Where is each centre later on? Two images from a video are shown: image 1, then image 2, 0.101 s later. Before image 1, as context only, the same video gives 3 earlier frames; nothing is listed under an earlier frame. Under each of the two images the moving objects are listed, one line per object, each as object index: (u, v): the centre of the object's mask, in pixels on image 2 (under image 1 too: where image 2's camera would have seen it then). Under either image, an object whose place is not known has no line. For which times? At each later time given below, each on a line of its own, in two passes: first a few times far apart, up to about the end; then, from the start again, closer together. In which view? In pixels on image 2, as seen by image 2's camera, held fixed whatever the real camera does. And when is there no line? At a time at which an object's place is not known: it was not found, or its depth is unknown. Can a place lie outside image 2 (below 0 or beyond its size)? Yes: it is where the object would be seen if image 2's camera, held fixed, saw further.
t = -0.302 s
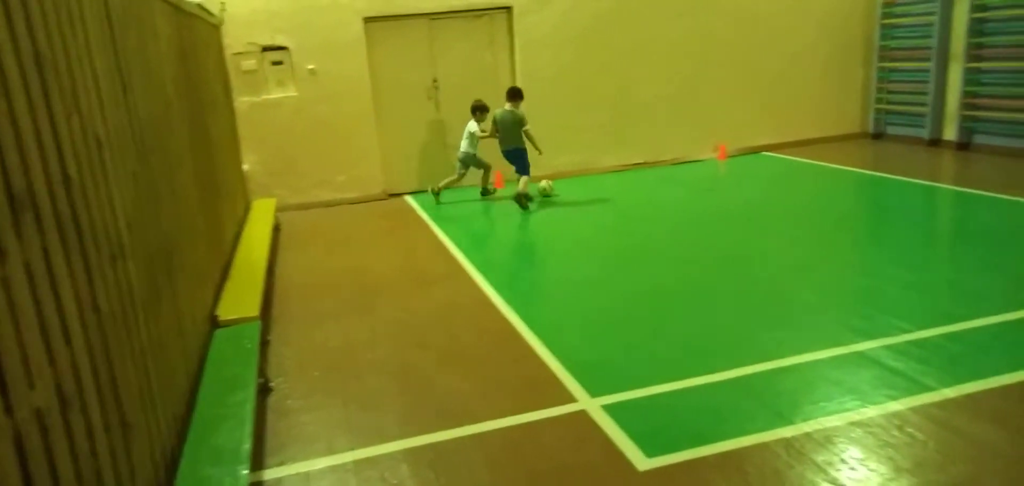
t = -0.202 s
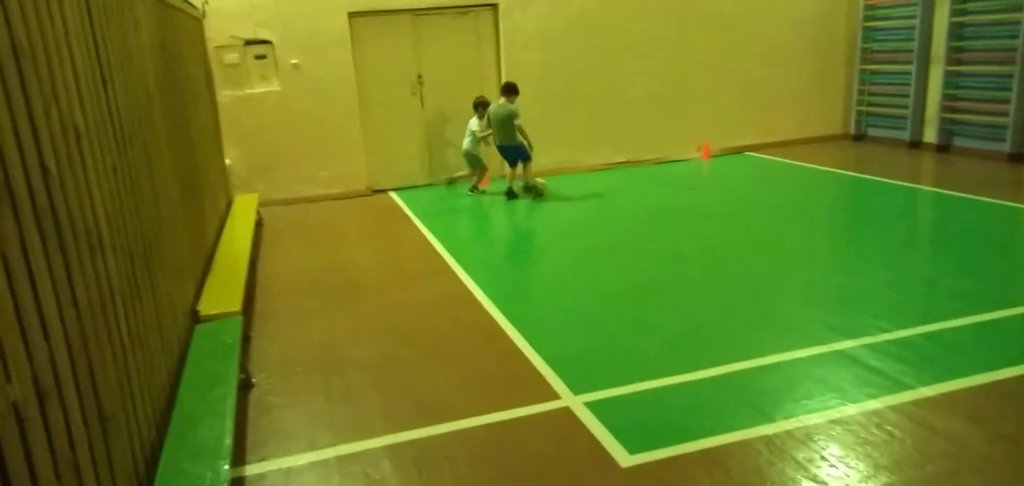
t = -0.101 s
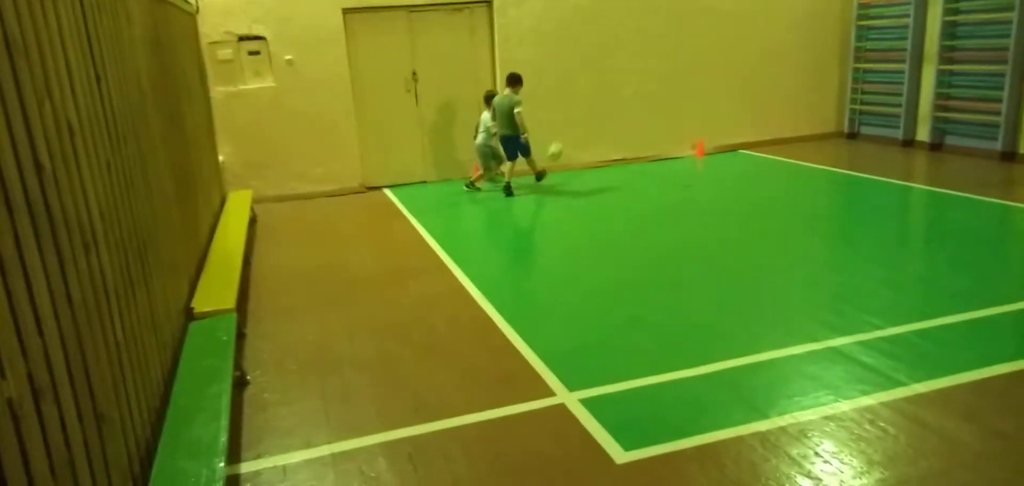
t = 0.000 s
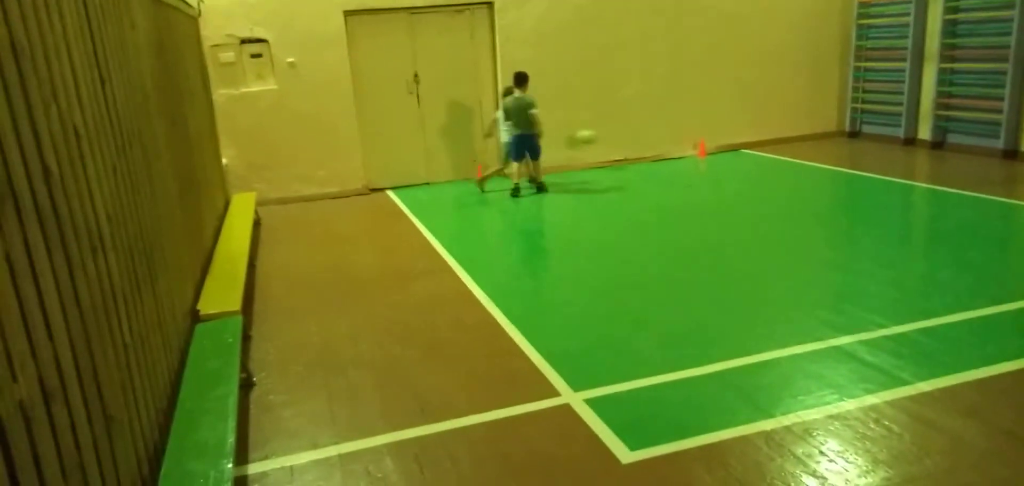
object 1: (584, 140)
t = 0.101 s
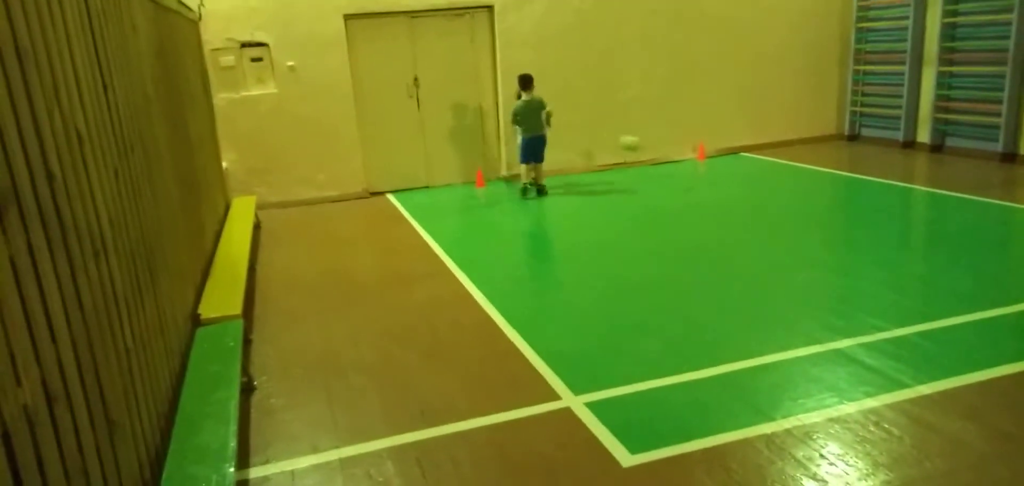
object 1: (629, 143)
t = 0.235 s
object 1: (696, 160)
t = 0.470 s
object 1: (791, 163)
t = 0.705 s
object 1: (879, 178)
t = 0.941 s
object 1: (970, 181)
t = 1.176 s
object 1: (1068, 194)
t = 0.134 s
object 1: (647, 146)
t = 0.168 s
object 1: (662, 150)
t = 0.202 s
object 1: (680, 154)
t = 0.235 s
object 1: (696, 160)
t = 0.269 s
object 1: (714, 168)
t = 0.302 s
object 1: (733, 178)
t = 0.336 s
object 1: (745, 175)
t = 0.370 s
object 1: (756, 171)
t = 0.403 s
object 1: (769, 167)
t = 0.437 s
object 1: (781, 164)
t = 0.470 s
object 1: (791, 163)
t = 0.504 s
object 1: (803, 162)
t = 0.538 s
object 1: (815, 163)
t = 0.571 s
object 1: (827, 163)
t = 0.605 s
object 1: (840, 166)
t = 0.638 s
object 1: (851, 168)
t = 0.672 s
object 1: (865, 171)
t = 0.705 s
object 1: (879, 178)
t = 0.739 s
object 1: (893, 187)
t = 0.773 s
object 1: (905, 185)
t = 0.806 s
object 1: (918, 182)
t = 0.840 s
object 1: (930, 181)
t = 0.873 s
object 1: (943, 182)
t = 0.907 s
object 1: (956, 180)
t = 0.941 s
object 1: (970, 181)
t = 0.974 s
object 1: (984, 185)
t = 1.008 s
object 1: (997, 191)
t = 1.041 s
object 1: (1009, 194)
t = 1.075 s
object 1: (1025, 191)
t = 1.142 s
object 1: (1053, 192)
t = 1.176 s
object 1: (1068, 194)
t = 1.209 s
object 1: (1084, 197)
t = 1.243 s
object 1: (1099, 197)
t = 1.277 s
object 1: (1118, 197)
